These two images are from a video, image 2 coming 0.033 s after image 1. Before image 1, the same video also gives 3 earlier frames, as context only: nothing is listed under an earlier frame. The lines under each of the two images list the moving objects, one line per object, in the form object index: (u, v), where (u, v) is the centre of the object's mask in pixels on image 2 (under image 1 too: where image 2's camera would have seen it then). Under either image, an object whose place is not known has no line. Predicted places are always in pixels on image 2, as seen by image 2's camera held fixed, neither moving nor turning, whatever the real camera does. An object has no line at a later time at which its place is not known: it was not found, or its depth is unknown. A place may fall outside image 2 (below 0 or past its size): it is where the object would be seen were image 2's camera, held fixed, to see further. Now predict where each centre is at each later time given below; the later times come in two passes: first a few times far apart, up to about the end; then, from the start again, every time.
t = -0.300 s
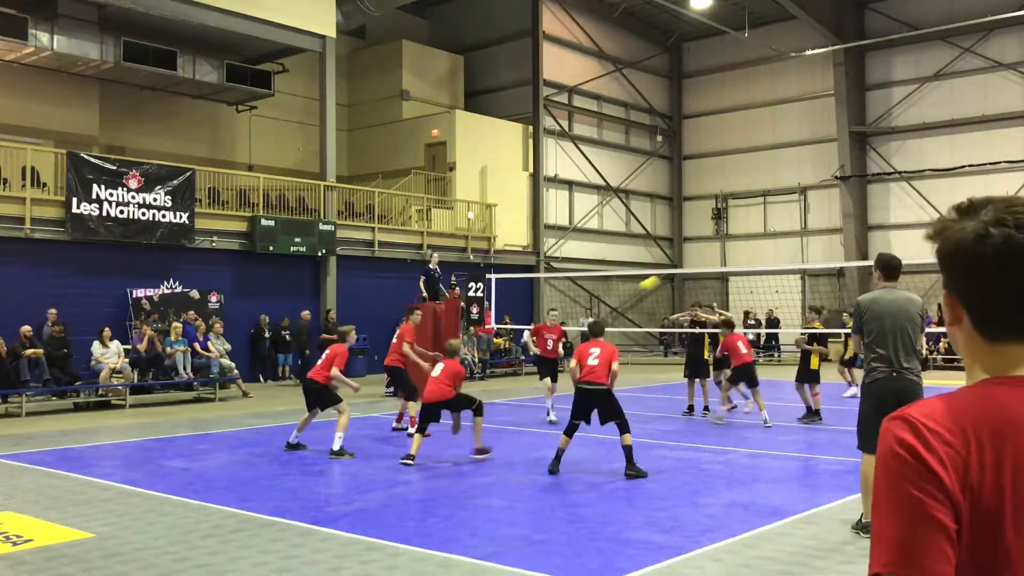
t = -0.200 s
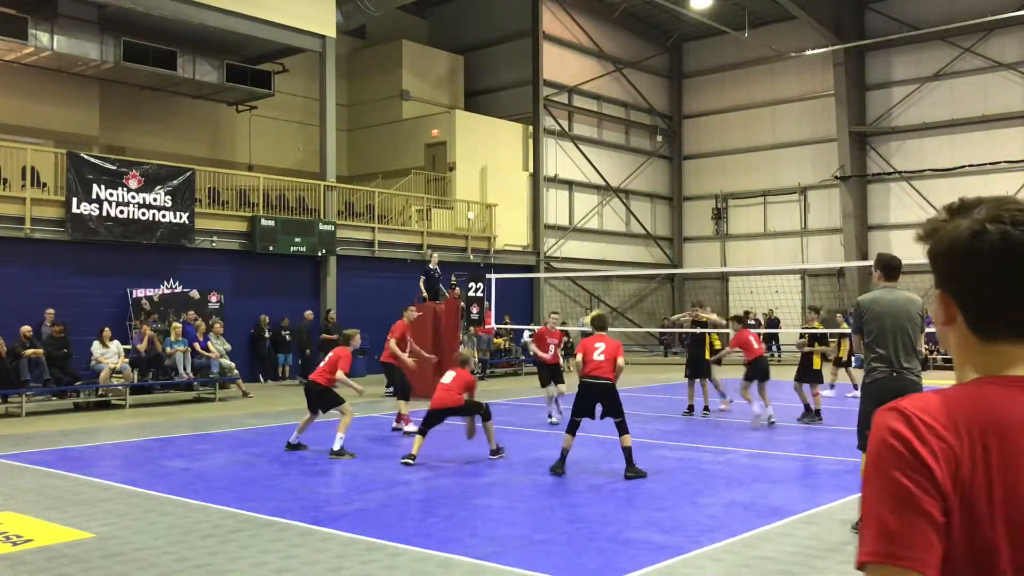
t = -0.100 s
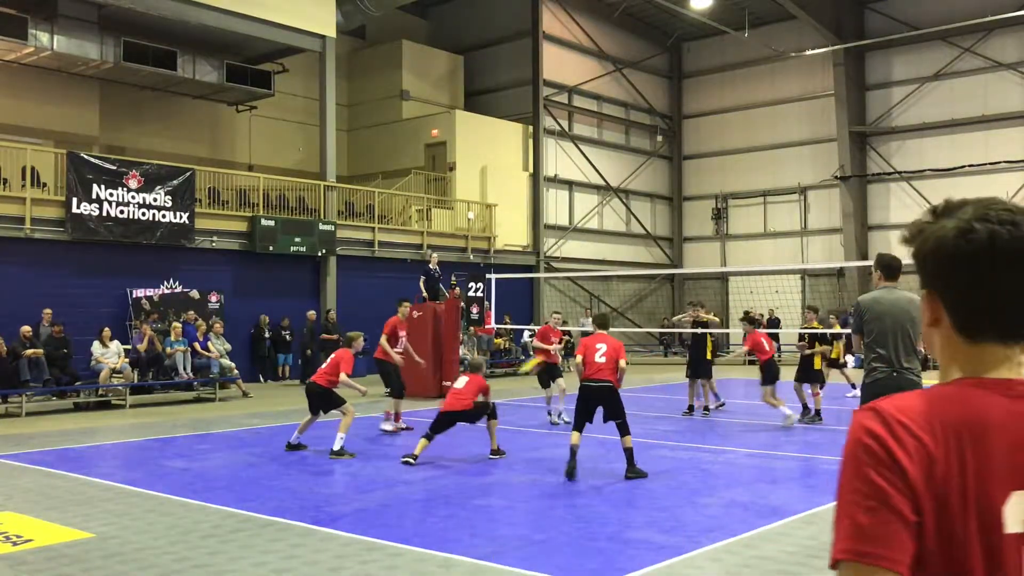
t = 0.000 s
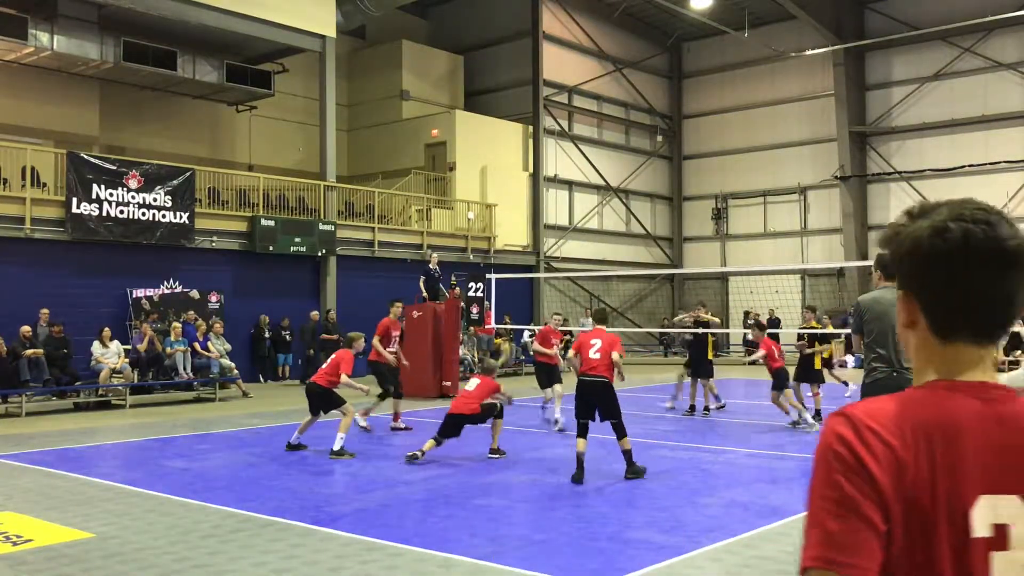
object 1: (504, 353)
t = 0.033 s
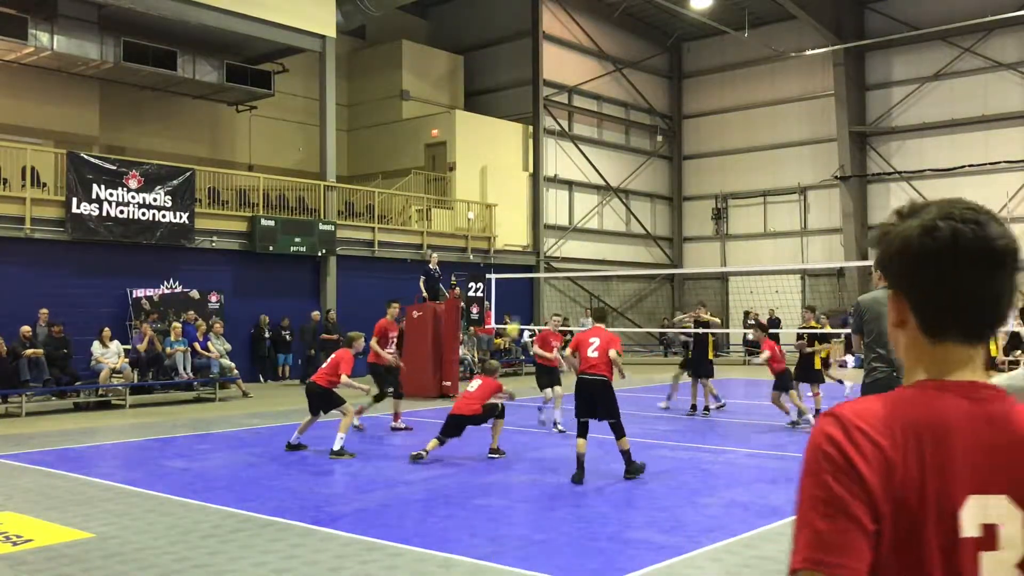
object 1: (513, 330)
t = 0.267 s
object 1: (554, 189)
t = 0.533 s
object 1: (592, 93)
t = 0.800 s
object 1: (625, 50)
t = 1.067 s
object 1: (656, 58)
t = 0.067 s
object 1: (520, 305)
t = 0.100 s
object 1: (523, 287)
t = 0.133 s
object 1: (531, 262)
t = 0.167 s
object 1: (537, 242)
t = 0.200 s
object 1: (540, 227)
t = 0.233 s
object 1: (547, 208)
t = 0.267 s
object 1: (554, 189)
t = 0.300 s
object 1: (557, 177)
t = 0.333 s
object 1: (564, 162)
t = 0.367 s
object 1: (570, 146)
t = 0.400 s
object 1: (573, 135)
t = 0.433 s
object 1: (577, 123)
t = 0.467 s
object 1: (583, 110)
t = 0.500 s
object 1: (588, 102)
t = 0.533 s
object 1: (592, 93)
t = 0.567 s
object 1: (595, 85)
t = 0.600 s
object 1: (602, 76)
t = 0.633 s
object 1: (606, 69)
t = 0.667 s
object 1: (610, 65)
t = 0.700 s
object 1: (615, 60)
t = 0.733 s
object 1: (618, 55)
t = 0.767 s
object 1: (621, 53)
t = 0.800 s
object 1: (625, 50)
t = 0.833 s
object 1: (631, 49)
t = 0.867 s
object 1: (634, 48)
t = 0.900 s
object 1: (638, 49)
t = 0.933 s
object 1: (642, 49)
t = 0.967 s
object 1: (645, 50)
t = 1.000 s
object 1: (649, 53)
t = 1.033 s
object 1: (653, 55)
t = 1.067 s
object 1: (656, 58)
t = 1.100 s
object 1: (660, 62)
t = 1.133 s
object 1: (664, 68)
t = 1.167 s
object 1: (668, 73)
